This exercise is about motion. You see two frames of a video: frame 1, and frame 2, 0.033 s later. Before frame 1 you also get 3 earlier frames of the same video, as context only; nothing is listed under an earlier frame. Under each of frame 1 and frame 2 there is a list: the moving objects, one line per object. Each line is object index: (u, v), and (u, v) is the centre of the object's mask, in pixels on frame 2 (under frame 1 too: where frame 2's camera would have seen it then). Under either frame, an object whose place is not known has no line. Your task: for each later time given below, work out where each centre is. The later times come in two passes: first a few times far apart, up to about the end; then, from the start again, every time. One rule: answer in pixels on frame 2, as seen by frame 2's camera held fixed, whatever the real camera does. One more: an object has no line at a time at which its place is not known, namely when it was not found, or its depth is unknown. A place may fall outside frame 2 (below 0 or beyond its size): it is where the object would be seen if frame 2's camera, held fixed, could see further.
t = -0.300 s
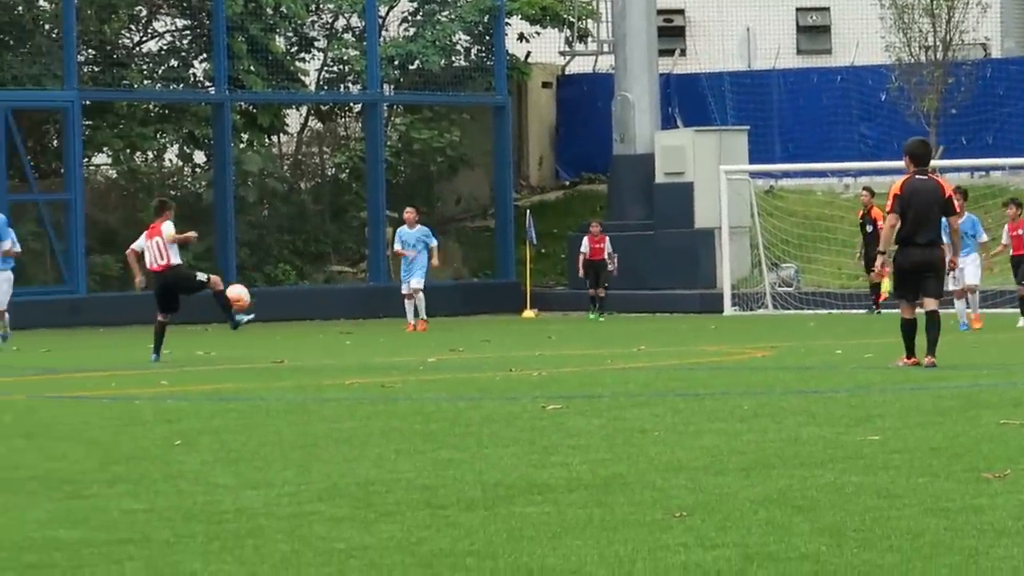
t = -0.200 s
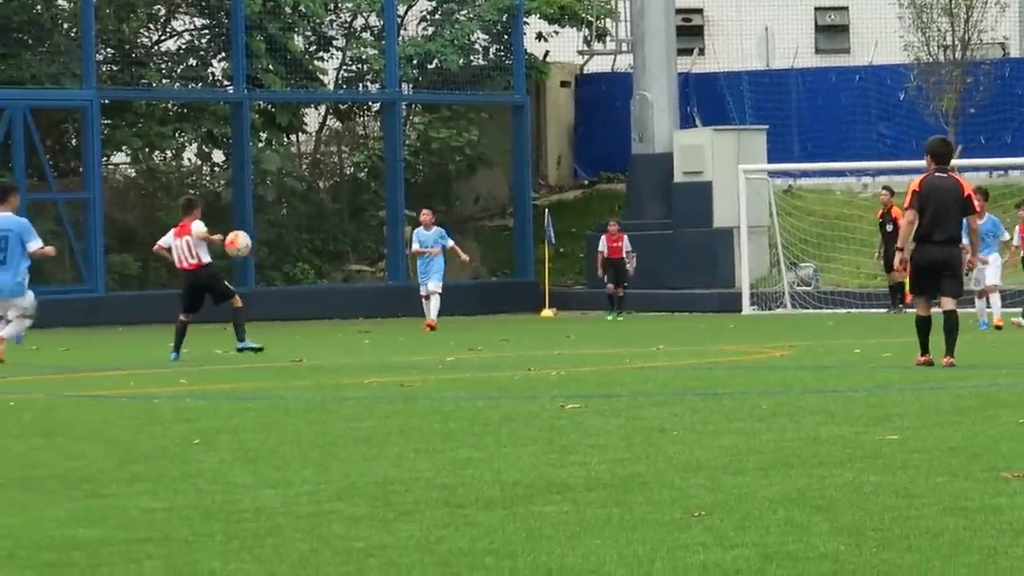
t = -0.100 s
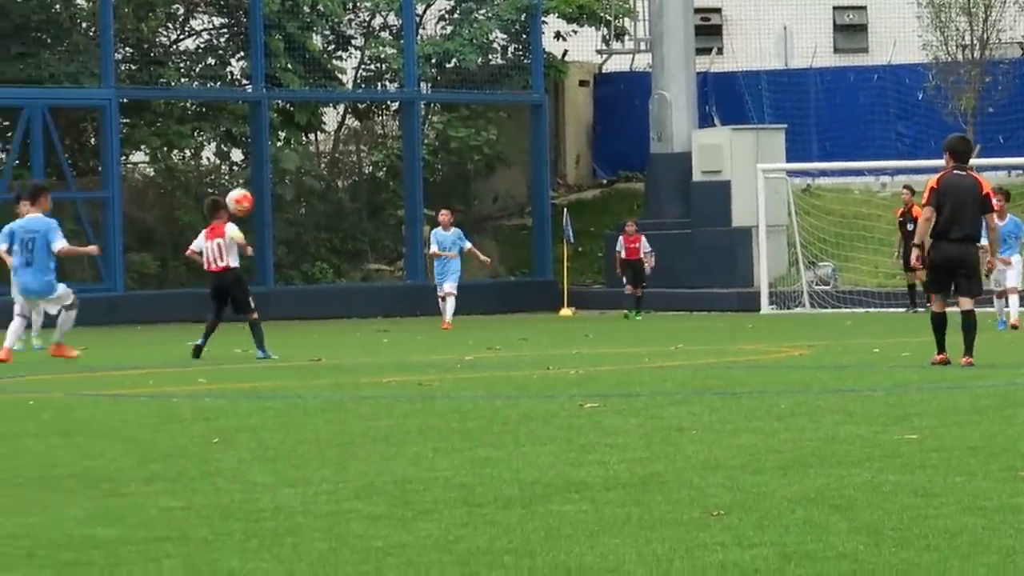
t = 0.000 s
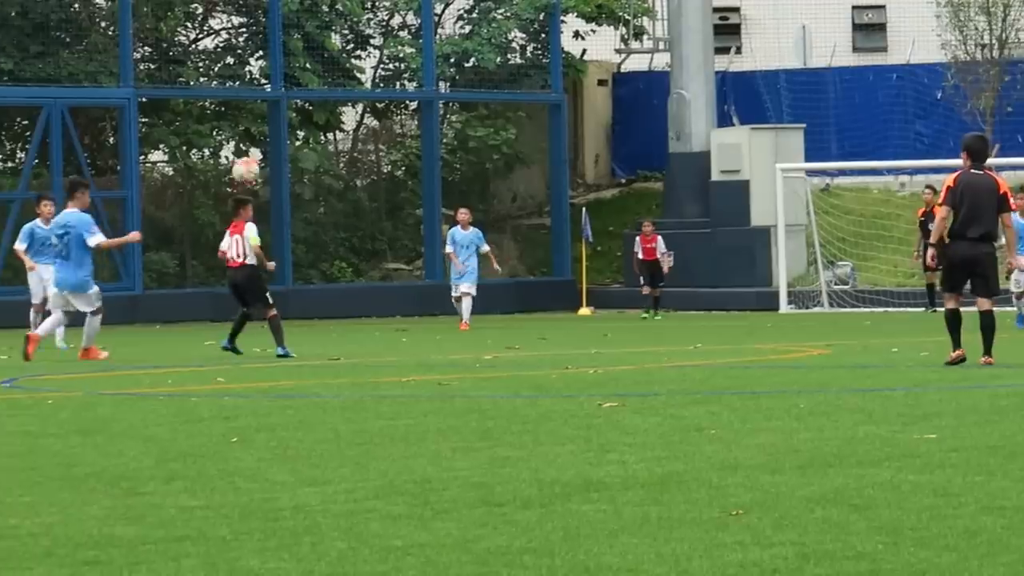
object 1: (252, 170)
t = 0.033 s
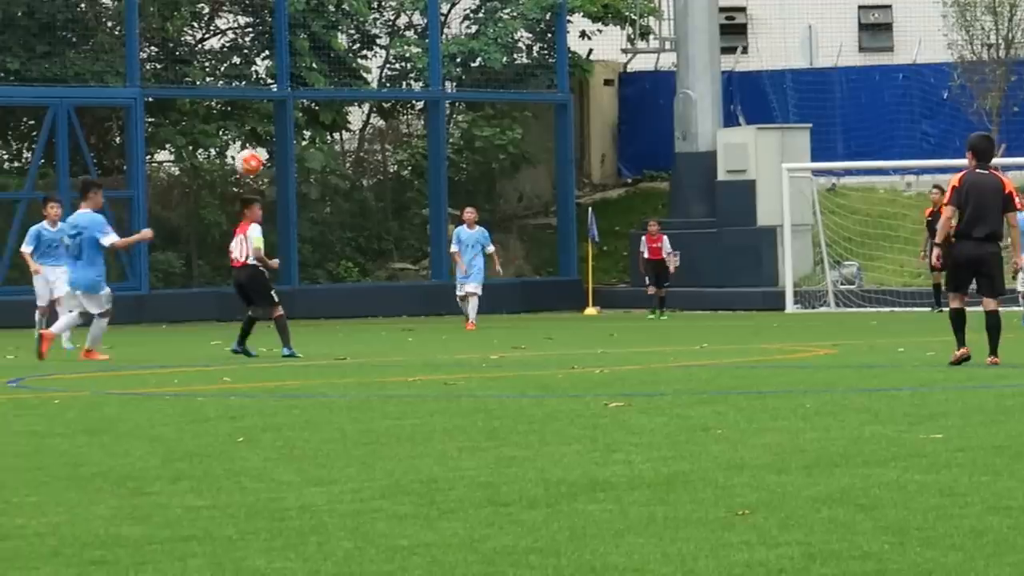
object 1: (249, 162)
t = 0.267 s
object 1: (224, 146)
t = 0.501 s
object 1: (200, 193)
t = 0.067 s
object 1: (243, 156)
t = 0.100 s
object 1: (241, 151)
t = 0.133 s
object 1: (237, 148)
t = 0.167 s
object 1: (234, 145)
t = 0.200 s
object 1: (230, 144)
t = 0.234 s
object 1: (227, 143)
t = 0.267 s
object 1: (224, 146)
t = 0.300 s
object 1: (220, 148)
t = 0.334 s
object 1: (217, 152)
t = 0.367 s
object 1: (213, 156)
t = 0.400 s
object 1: (210, 165)
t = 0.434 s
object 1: (206, 173)
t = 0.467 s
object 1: (203, 182)
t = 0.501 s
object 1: (200, 193)
